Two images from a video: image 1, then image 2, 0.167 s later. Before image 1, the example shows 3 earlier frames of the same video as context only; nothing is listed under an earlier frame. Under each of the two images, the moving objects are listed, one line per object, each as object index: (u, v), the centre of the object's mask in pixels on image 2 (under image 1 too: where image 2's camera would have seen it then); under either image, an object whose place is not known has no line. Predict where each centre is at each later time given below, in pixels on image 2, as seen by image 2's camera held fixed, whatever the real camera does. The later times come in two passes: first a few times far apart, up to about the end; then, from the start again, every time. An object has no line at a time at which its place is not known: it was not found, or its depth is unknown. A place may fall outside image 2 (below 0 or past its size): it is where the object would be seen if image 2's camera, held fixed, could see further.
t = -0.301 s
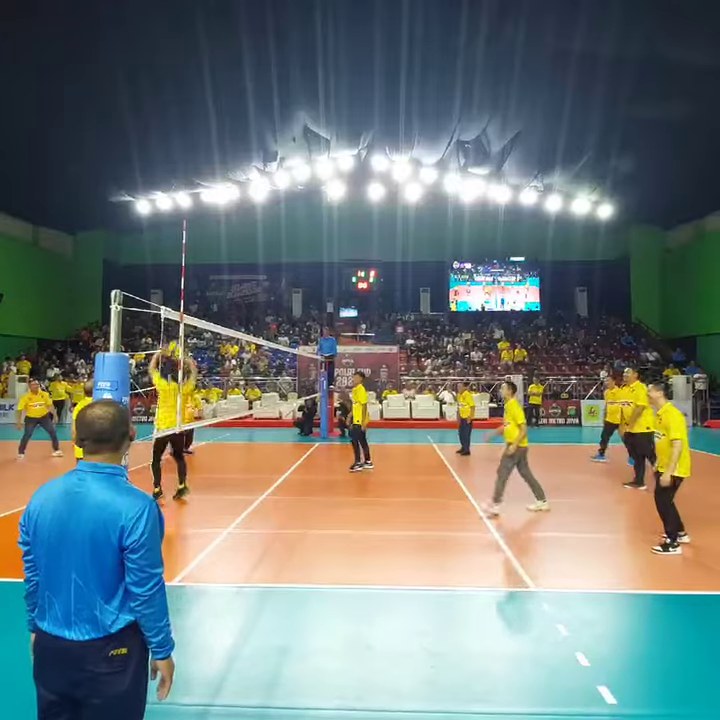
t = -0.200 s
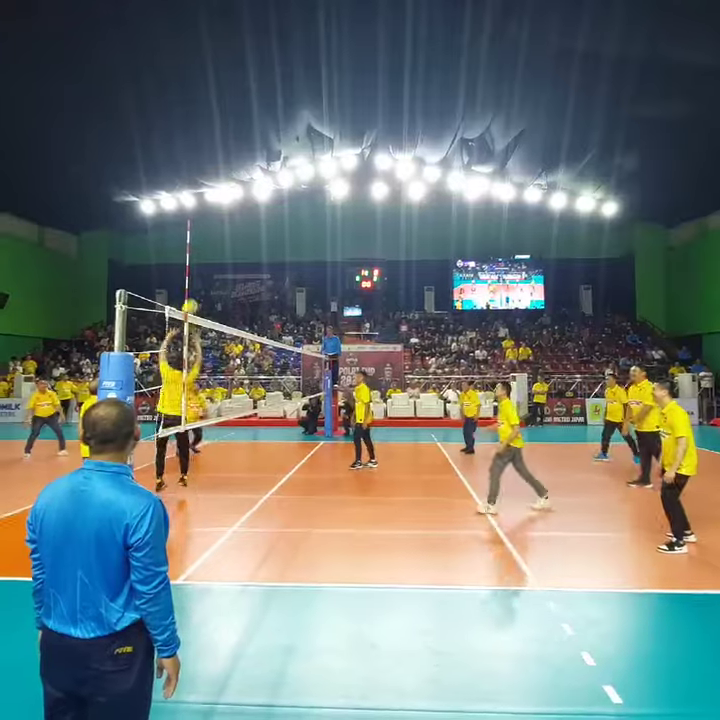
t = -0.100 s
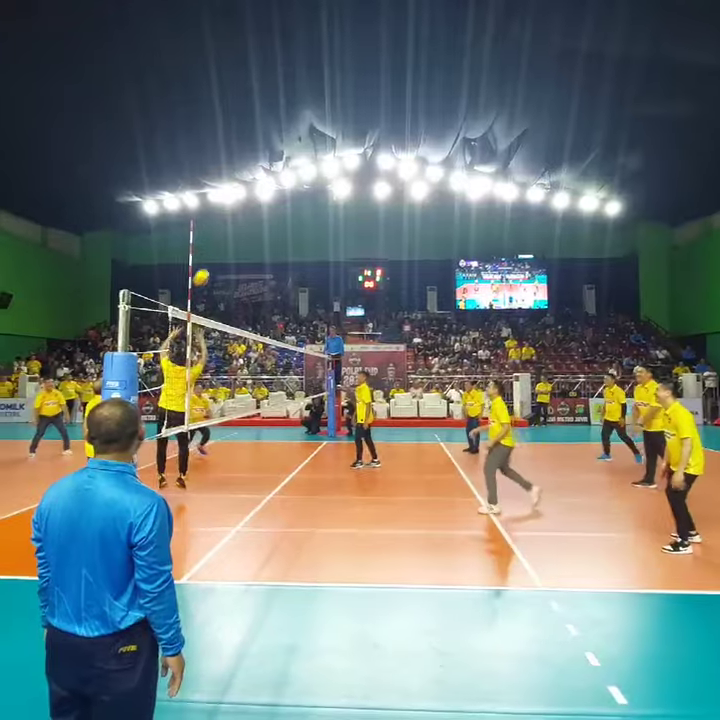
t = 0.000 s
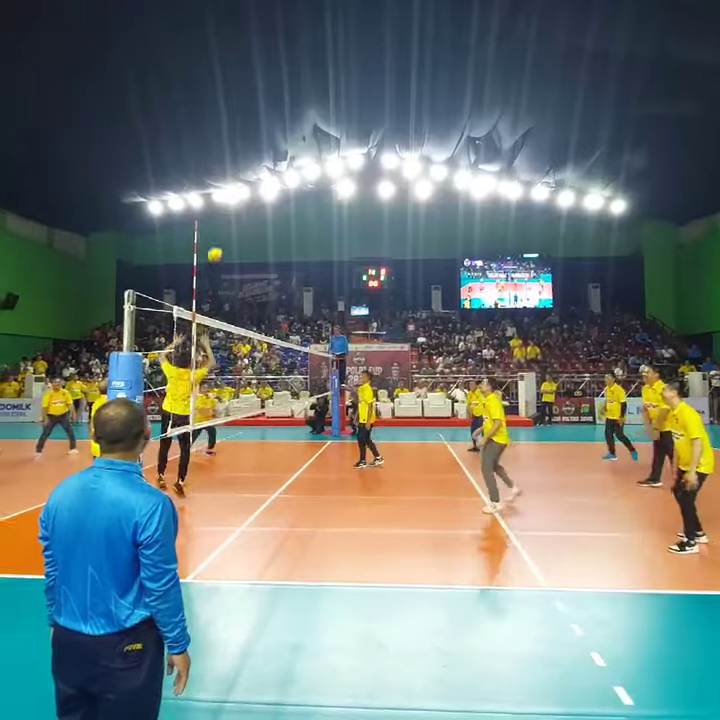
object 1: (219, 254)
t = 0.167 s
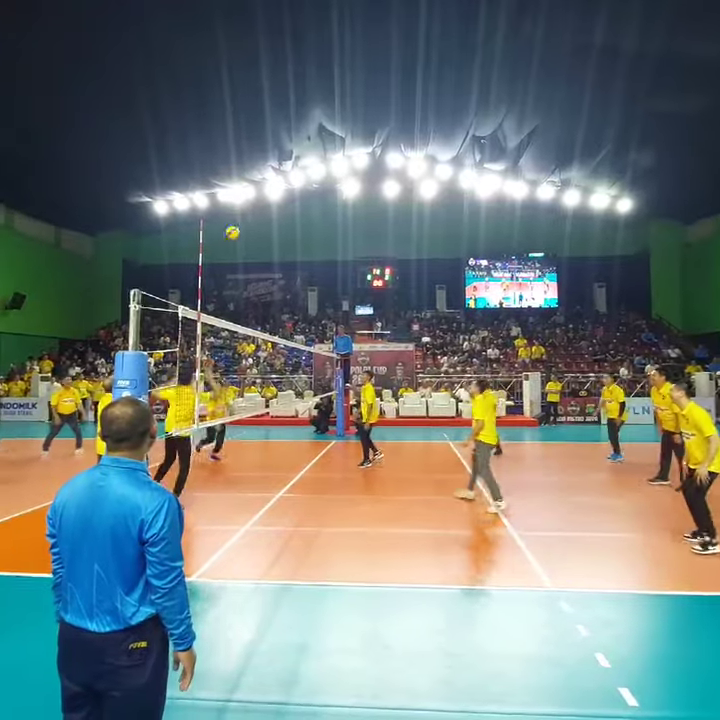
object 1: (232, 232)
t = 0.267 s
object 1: (239, 228)
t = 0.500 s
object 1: (253, 238)
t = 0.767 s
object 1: (268, 280)
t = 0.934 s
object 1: (275, 321)
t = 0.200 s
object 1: (234, 230)
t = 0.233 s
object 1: (237, 229)
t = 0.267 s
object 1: (239, 228)
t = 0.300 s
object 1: (241, 228)
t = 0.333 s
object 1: (243, 228)
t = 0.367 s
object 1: (244, 229)
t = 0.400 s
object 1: (246, 230)
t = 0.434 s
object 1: (249, 232)
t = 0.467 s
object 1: (251, 234)
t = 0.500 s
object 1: (253, 238)
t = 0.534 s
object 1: (255, 241)
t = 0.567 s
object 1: (257, 245)
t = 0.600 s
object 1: (259, 249)
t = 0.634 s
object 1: (261, 255)
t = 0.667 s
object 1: (263, 261)
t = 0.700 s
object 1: (264, 267)
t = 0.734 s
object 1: (266, 274)
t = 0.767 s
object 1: (268, 280)
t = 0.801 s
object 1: (269, 287)
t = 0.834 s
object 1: (271, 295)
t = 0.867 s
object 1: (272, 303)
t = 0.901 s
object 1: (273, 312)
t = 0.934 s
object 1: (275, 321)
